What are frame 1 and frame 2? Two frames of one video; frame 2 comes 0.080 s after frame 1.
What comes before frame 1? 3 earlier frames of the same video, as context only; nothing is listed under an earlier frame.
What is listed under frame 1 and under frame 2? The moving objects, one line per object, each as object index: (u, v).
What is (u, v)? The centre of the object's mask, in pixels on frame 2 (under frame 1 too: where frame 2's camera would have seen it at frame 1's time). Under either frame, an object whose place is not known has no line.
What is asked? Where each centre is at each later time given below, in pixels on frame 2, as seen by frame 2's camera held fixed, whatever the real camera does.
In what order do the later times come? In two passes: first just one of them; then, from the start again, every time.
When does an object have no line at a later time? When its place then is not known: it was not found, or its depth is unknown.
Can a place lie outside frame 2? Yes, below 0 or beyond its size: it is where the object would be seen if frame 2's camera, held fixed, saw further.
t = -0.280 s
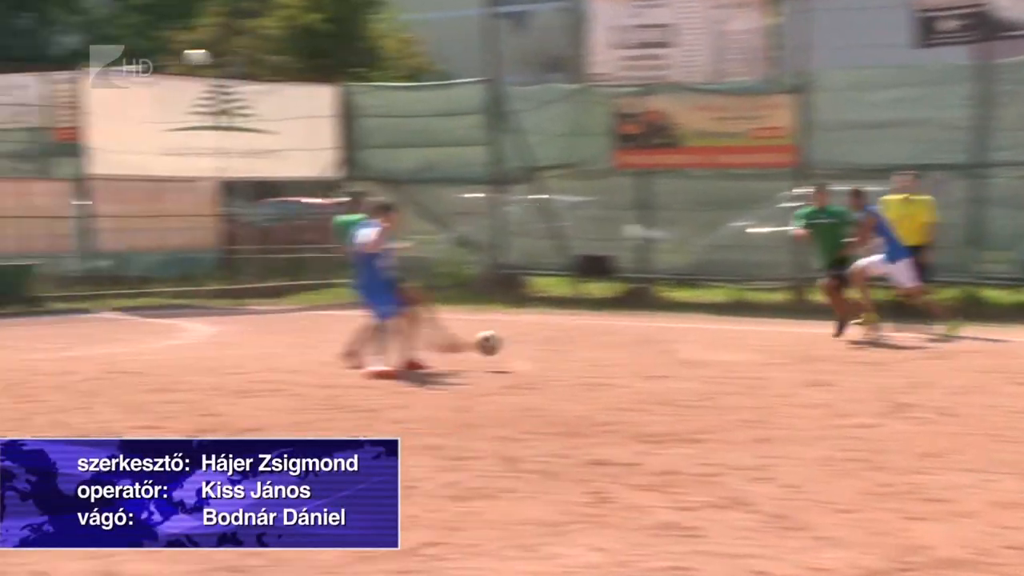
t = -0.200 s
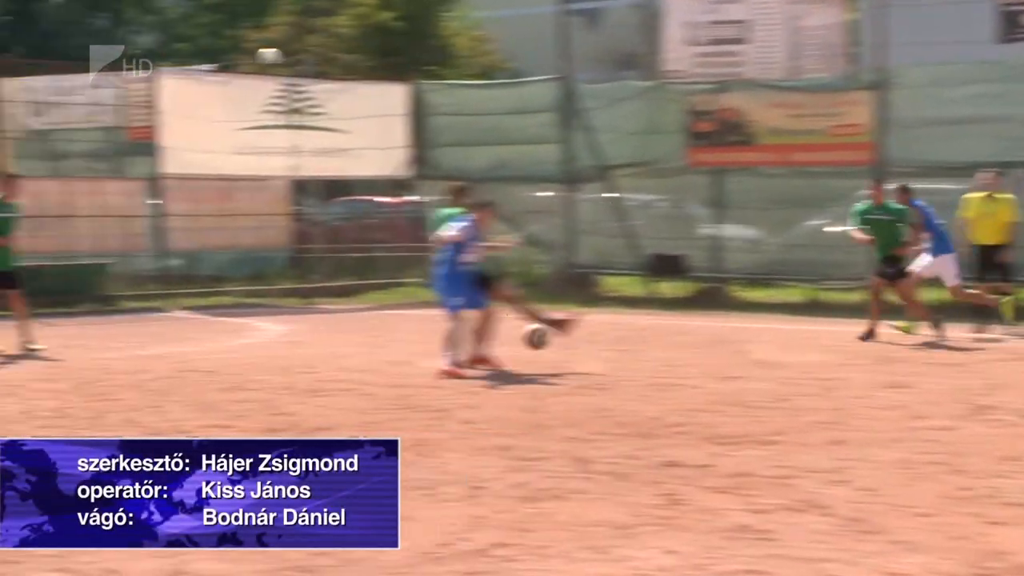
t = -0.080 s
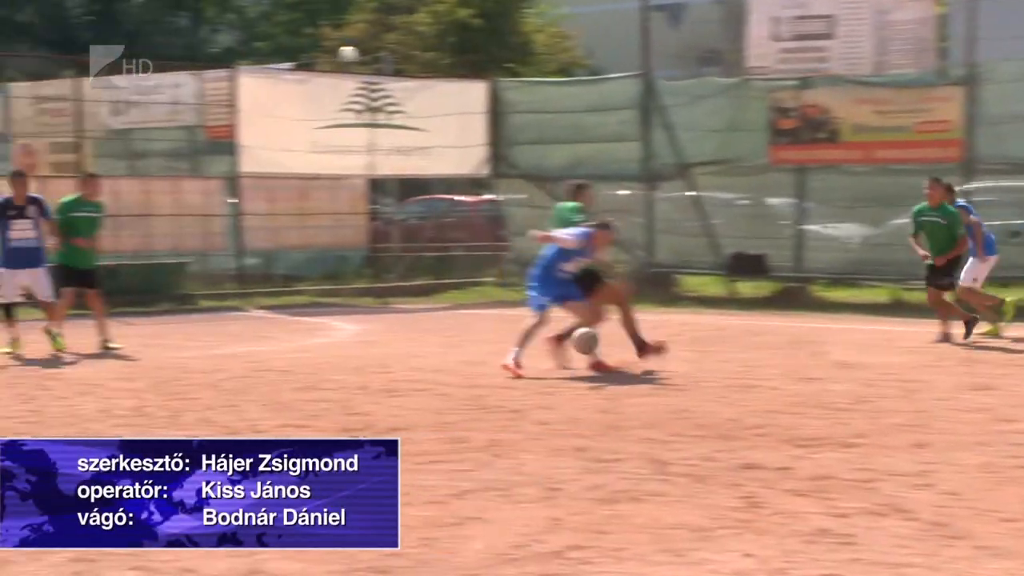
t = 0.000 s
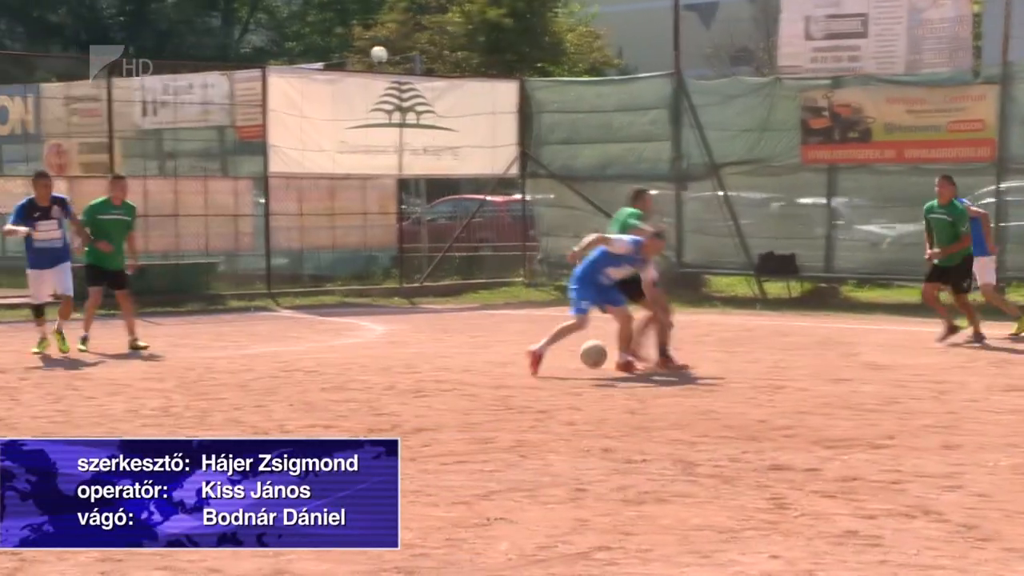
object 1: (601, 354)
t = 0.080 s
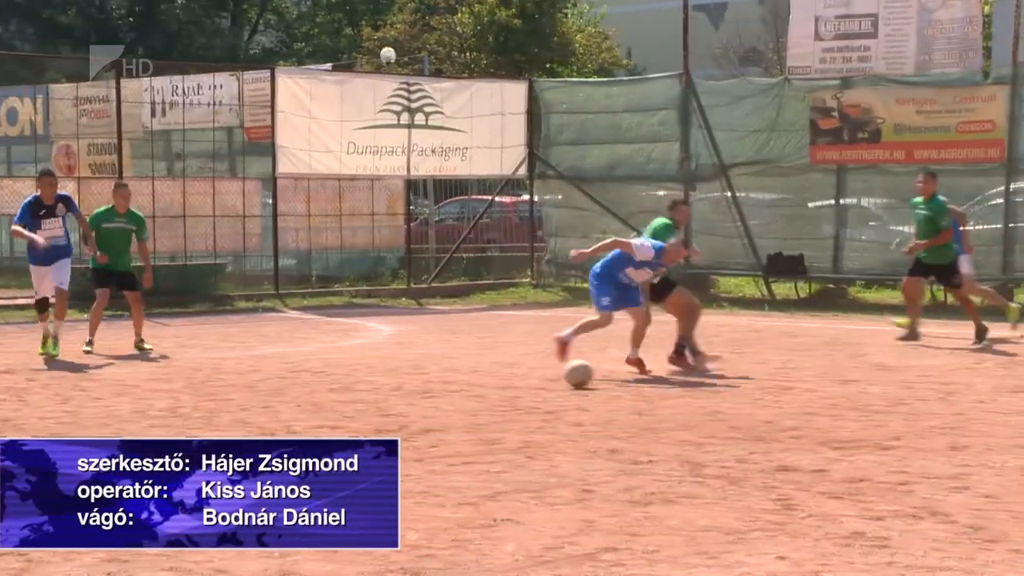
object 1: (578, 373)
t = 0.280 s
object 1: (502, 372)
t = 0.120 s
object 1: (563, 369)
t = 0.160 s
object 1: (548, 367)
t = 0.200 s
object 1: (533, 366)
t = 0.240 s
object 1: (517, 368)
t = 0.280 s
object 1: (502, 372)
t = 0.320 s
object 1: (486, 379)
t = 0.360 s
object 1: (470, 386)
